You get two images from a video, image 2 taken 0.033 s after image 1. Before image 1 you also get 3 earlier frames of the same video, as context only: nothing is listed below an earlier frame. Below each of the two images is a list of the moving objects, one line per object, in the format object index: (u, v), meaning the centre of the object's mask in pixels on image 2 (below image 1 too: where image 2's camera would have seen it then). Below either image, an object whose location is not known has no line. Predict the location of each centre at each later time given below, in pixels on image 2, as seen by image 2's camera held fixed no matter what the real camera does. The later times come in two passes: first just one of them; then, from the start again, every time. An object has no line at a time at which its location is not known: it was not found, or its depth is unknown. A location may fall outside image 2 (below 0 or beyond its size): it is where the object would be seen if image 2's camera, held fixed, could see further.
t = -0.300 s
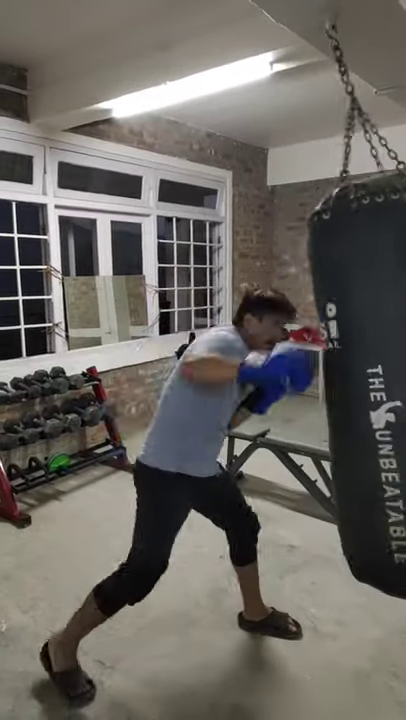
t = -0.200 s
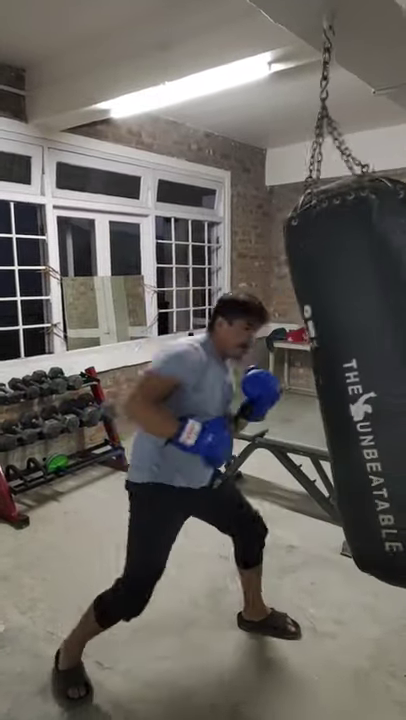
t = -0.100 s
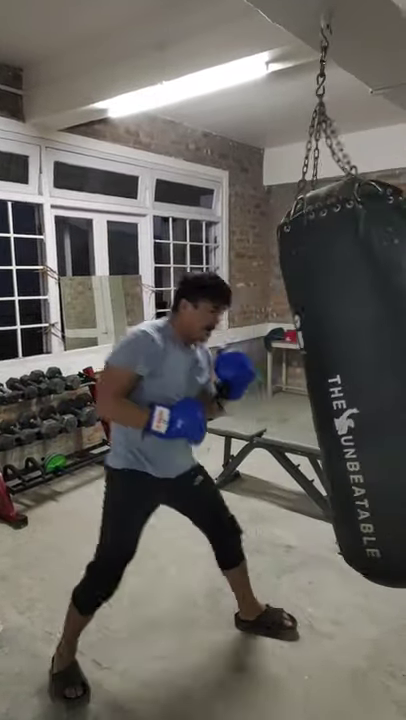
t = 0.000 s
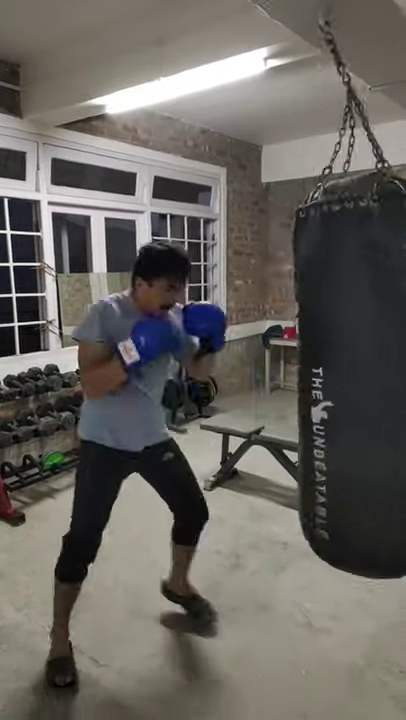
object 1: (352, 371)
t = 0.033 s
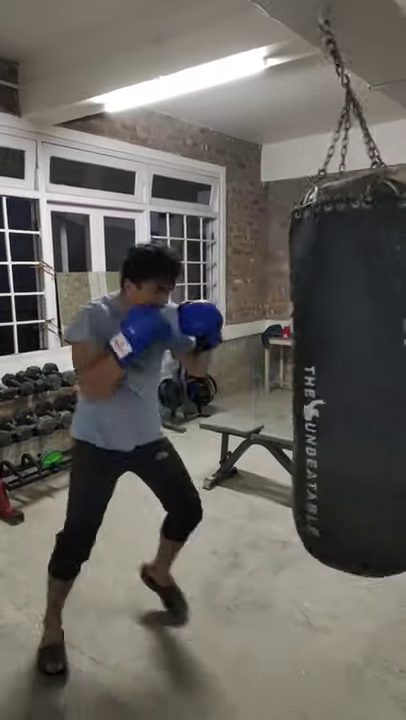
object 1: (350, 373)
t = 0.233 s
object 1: (318, 368)
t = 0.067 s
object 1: (347, 374)
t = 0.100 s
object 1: (343, 375)
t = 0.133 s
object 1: (336, 376)
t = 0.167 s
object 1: (329, 374)
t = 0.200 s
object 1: (323, 370)
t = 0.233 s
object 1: (318, 368)
